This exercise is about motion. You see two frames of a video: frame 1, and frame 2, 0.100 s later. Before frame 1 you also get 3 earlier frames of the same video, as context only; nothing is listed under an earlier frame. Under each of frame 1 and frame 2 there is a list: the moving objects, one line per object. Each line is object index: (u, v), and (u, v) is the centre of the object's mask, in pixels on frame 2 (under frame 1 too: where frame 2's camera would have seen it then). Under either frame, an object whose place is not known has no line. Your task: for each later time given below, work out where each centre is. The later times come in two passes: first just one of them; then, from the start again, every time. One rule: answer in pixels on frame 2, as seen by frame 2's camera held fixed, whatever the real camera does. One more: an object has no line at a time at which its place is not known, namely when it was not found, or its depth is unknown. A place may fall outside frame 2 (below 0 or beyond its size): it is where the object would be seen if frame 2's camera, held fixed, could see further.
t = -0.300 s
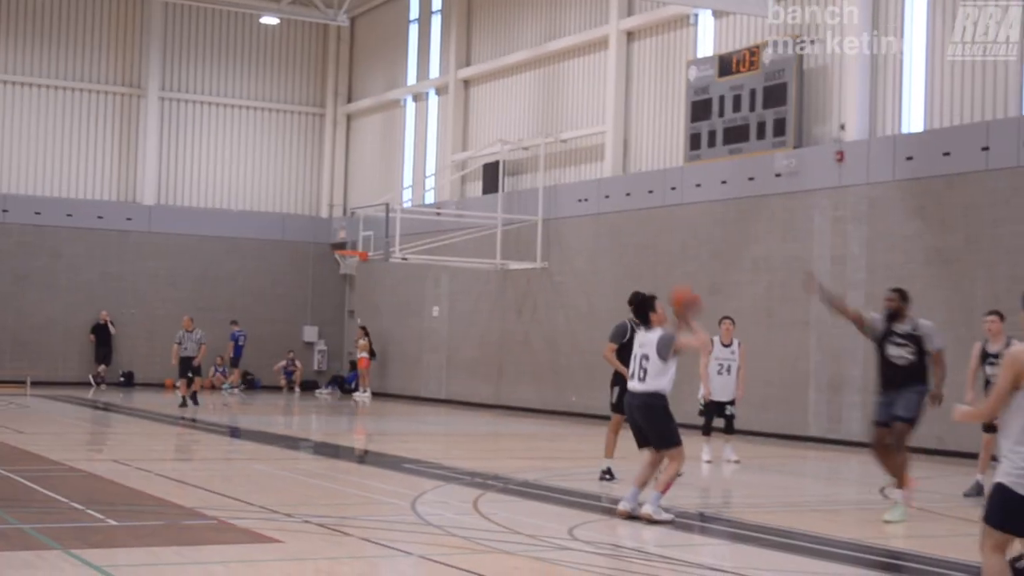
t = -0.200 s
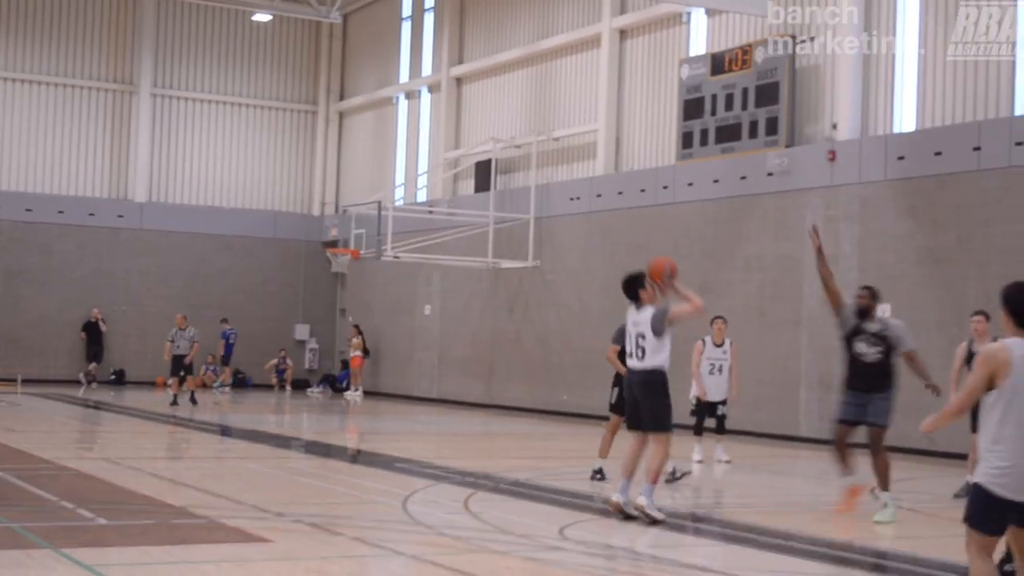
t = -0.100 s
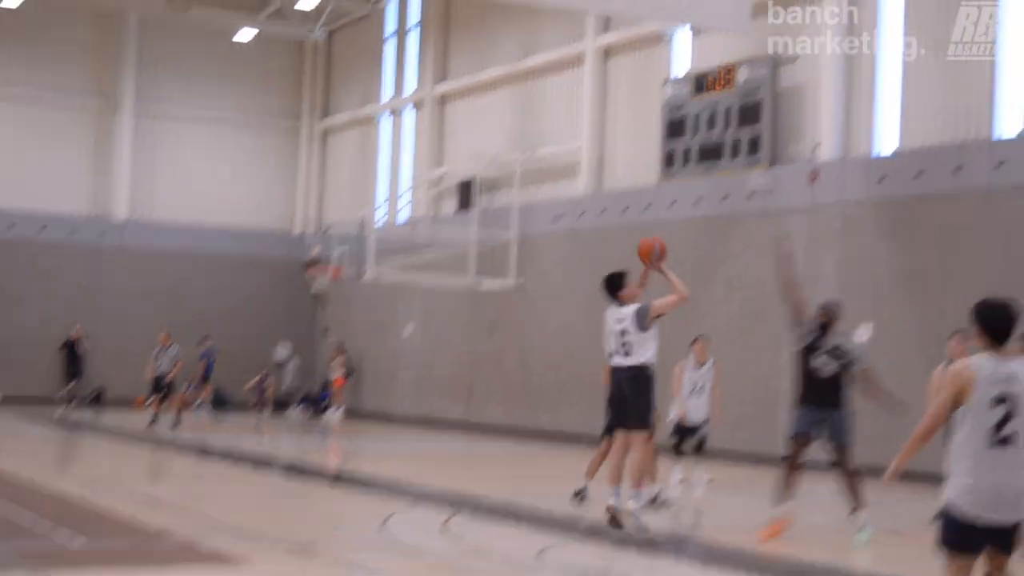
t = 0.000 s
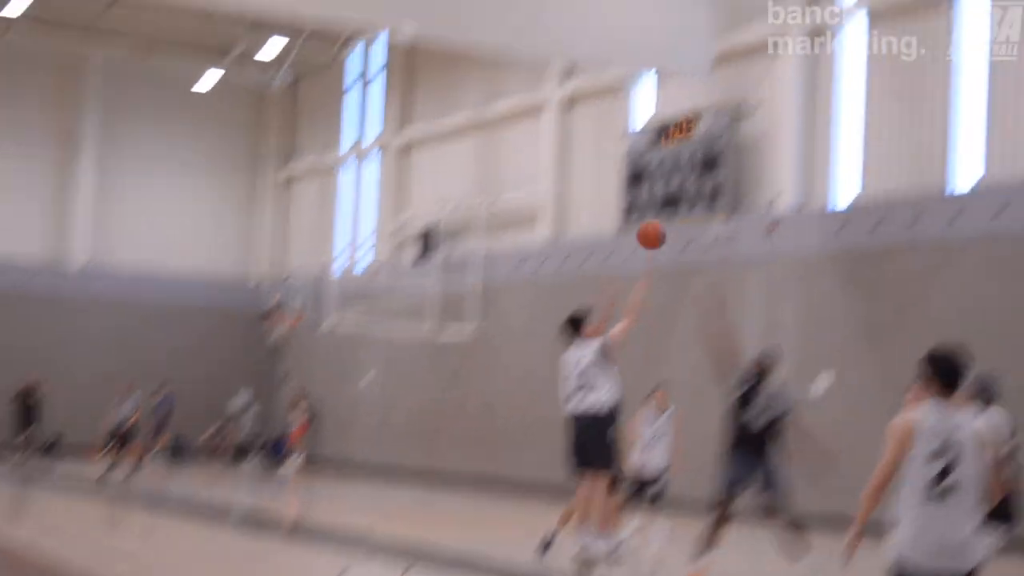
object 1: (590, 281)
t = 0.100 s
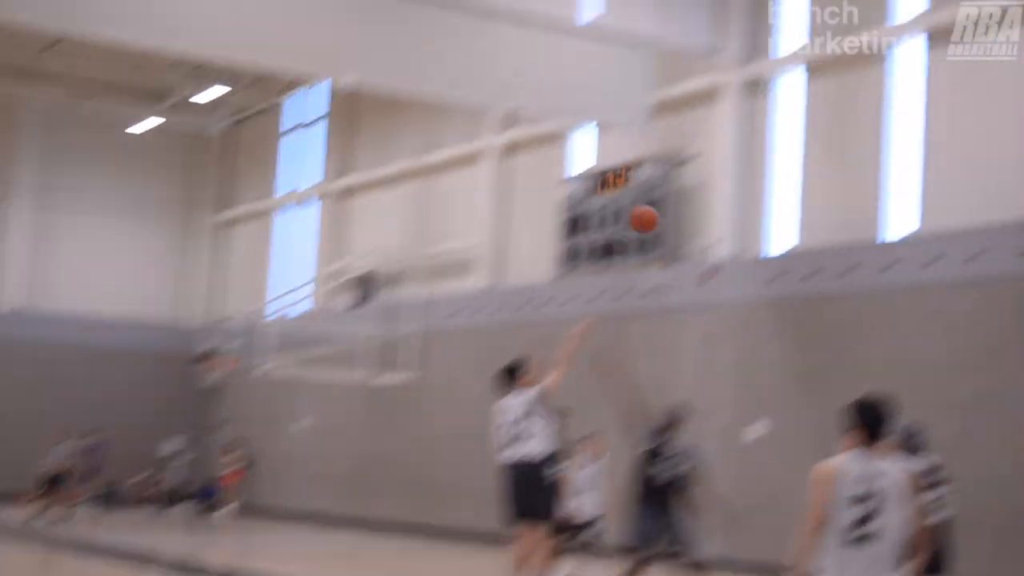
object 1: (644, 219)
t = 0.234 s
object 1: (712, 156)
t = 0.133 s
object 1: (661, 202)
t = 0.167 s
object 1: (679, 186)
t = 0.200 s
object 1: (695, 169)
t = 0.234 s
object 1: (712, 156)
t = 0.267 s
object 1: (729, 145)
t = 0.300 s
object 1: (745, 134)
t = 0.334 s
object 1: (761, 123)
